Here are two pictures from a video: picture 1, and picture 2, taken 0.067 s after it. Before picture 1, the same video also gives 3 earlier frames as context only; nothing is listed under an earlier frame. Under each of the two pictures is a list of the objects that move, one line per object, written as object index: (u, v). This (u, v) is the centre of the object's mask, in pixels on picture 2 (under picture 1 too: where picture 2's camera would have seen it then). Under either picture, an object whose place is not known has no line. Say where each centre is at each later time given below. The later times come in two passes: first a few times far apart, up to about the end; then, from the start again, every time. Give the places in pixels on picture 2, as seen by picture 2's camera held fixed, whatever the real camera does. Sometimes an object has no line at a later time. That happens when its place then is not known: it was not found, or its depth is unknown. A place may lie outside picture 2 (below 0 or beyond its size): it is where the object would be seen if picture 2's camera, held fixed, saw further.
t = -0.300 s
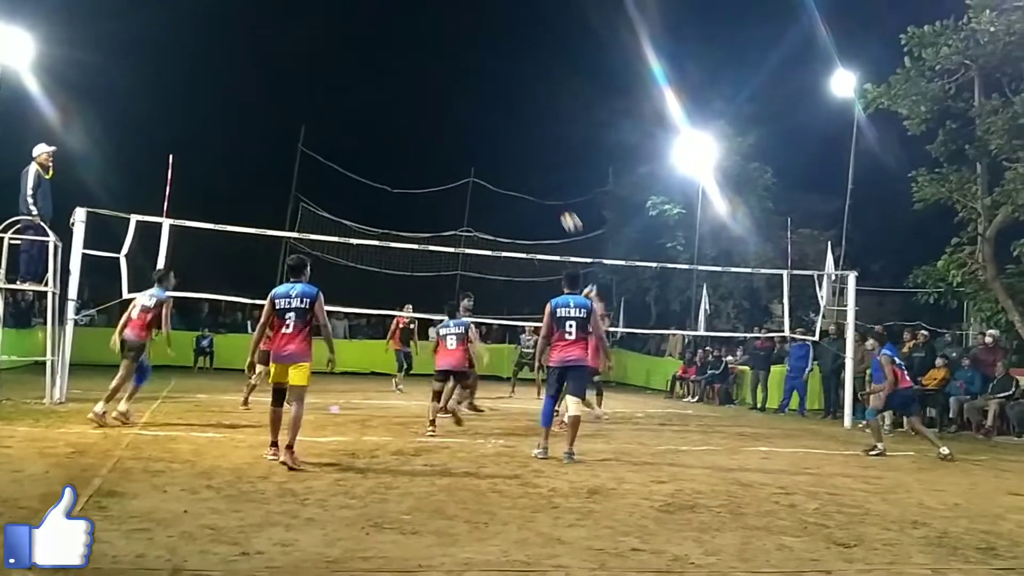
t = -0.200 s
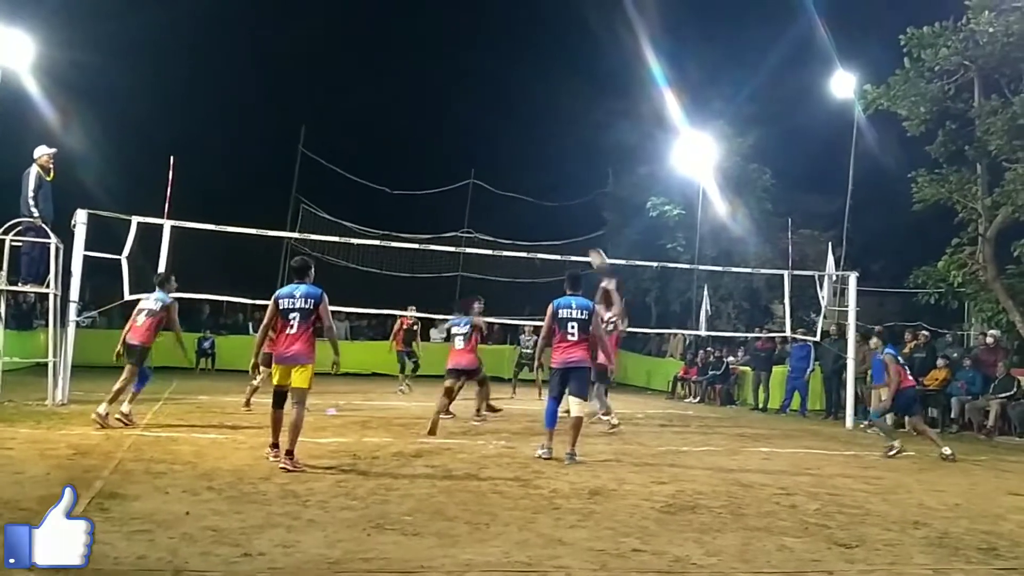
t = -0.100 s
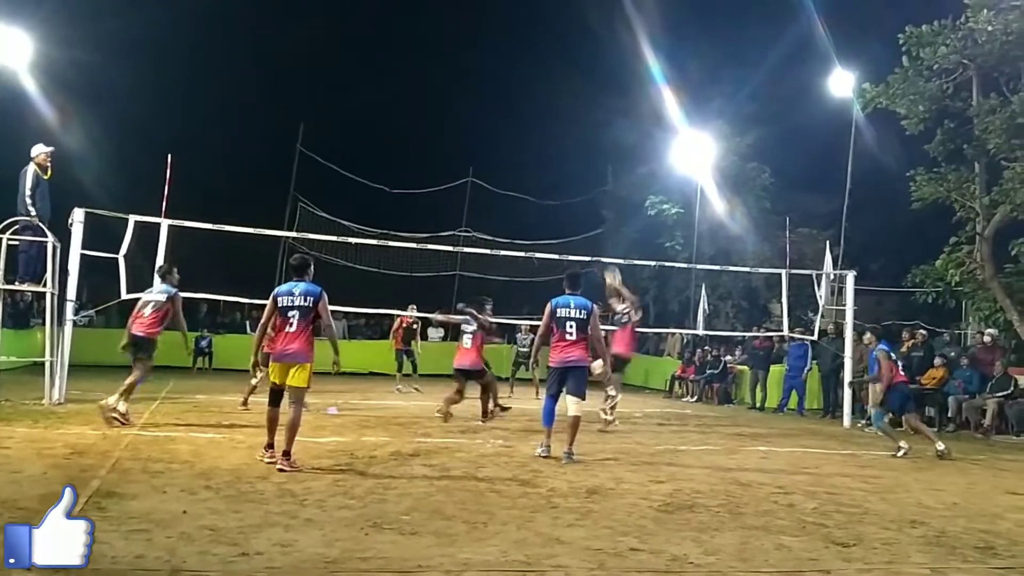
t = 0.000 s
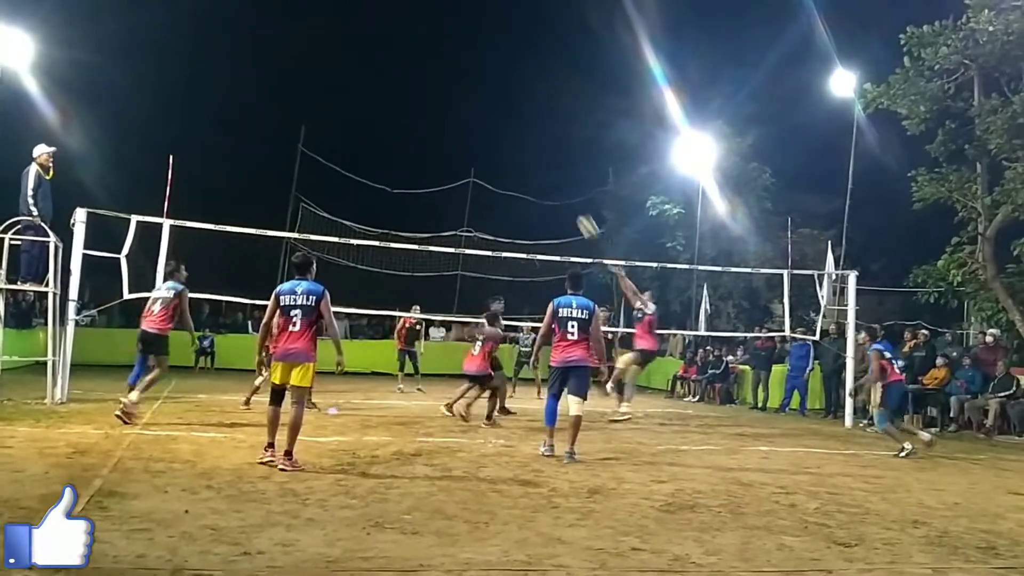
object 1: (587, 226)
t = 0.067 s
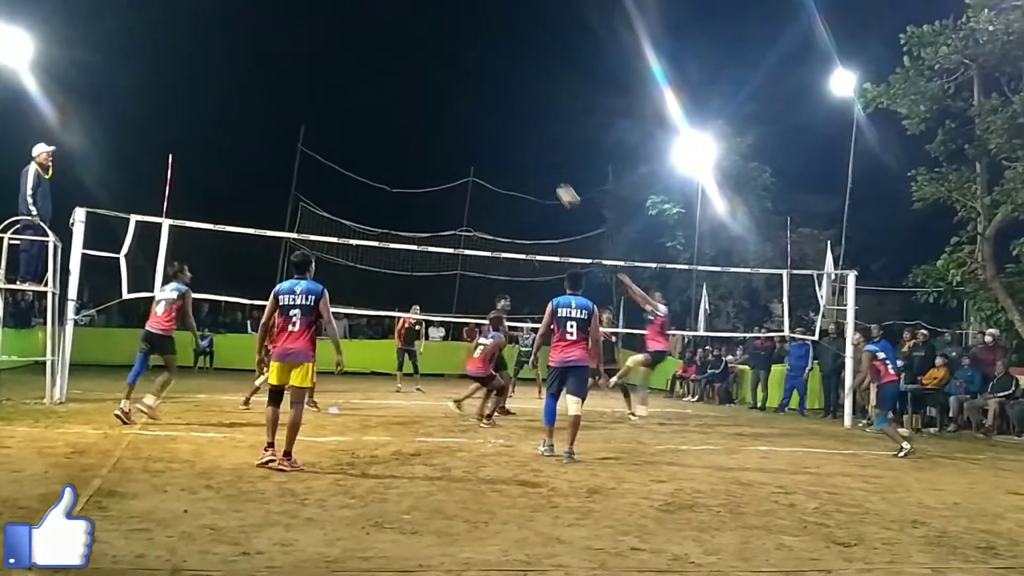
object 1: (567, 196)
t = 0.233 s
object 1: (519, 134)
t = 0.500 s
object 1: (437, 75)
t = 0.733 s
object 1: (363, 68)
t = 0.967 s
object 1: (289, 102)
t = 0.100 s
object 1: (558, 182)
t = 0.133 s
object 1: (548, 168)
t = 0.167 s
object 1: (538, 155)
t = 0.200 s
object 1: (528, 144)
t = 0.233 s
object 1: (519, 134)
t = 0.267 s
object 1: (509, 123)
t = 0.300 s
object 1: (498, 114)
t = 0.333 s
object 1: (488, 106)
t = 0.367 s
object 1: (477, 98)
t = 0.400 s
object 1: (467, 91)
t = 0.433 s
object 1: (458, 85)
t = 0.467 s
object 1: (447, 80)
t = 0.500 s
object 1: (437, 75)
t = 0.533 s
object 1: (426, 72)
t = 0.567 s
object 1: (415, 69)
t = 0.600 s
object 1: (406, 67)
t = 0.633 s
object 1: (396, 65)
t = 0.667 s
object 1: (386, 65)
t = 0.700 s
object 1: (375, 66)
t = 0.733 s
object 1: (363, 68)
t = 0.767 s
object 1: (353, 71)
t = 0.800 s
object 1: (343, 73)
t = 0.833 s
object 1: (332, 77)
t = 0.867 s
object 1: (320, 83)
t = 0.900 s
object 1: (309, 89)
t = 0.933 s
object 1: (300, 94)
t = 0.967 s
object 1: (289, 102)
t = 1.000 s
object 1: (277, 111)
